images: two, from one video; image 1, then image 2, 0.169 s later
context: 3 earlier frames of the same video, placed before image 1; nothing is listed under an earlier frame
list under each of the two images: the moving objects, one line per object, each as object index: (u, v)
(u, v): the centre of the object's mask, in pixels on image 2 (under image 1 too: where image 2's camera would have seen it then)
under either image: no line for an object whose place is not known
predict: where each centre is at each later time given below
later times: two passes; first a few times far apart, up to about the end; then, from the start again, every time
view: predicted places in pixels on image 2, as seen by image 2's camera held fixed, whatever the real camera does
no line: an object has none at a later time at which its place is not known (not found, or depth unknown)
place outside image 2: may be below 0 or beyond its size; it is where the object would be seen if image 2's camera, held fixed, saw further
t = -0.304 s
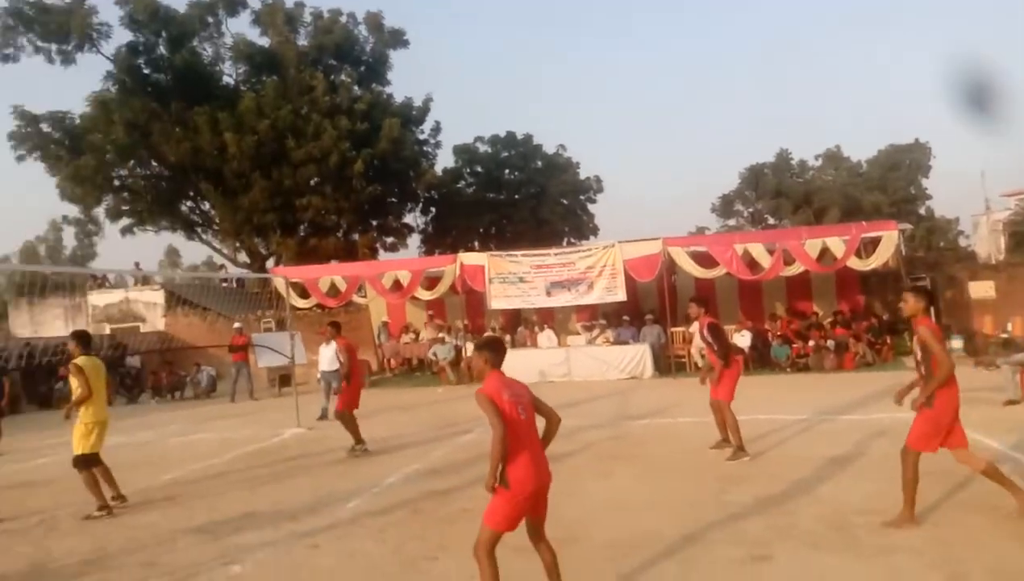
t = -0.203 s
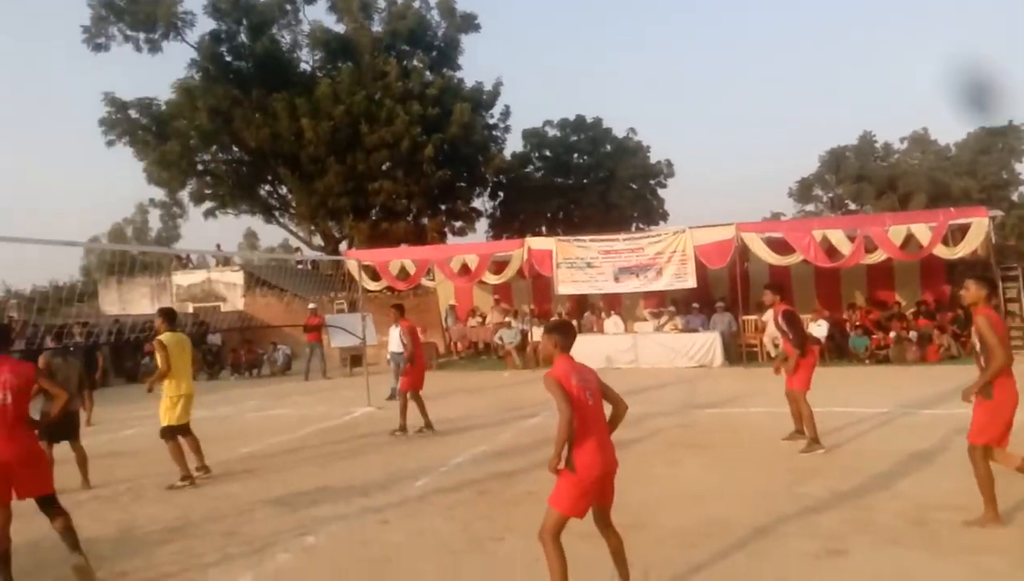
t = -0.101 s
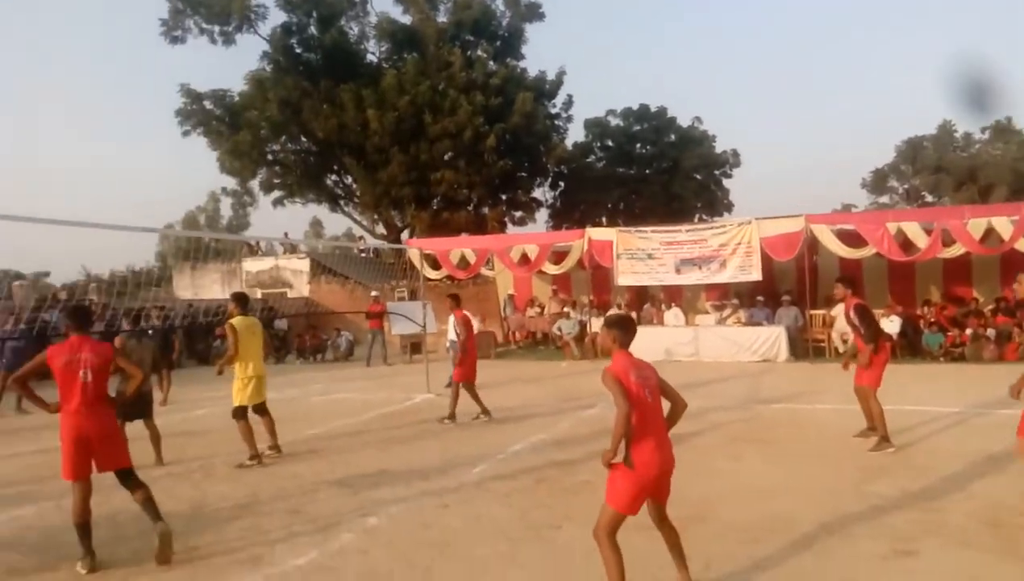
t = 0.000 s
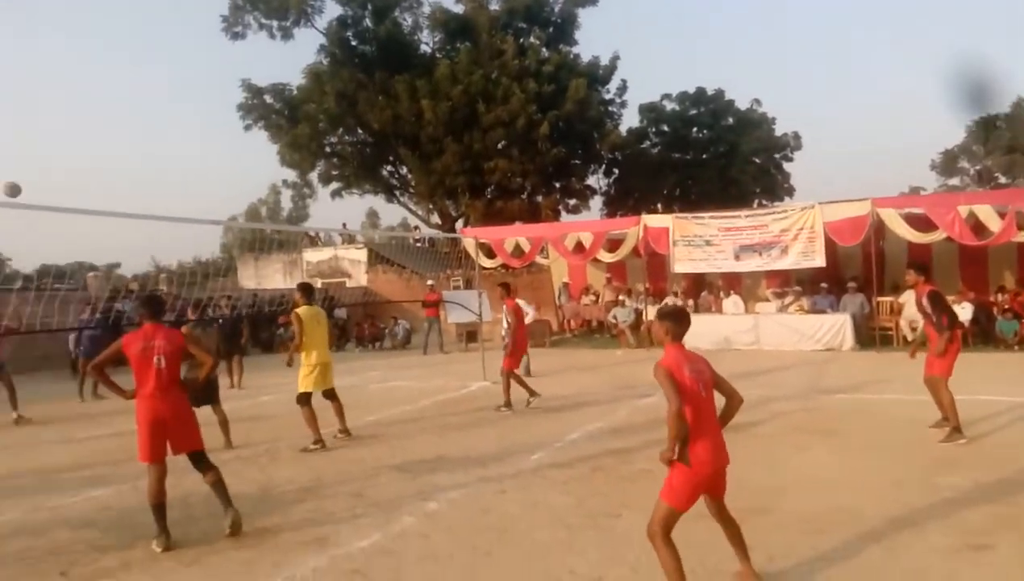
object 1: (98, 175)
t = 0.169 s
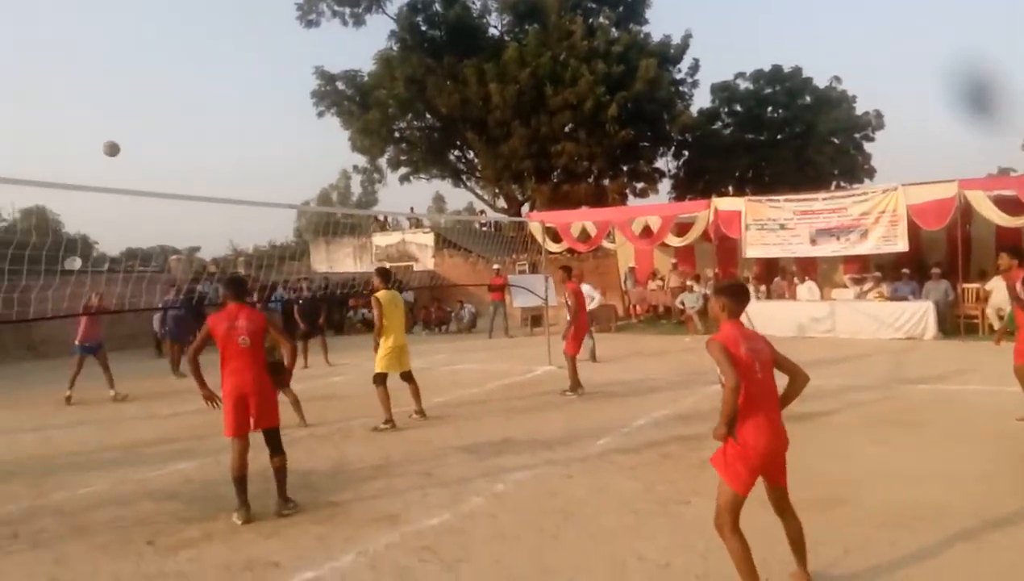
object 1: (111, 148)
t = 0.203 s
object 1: (114, 146)
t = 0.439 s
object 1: (136, 150)
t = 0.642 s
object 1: (156, 187)
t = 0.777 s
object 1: (172, 237)
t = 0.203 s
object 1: (114, 146)
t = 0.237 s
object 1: (118, 144)
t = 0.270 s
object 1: (121, 144)
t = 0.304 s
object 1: (124, 143)
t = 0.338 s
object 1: (128, 143)
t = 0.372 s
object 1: (130, 145)
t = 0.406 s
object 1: (133, 147)
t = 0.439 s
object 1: (136, 150)
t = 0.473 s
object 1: (140, 155)
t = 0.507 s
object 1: (144, 159)
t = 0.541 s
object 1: (148, 165)
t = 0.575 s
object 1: (151, 172)
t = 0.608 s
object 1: (153, 181)
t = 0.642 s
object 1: (156, 187)
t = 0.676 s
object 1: (161, 200)
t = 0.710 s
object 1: (165, 211)
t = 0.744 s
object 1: (168, 223)
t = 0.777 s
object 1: (172, 237)
